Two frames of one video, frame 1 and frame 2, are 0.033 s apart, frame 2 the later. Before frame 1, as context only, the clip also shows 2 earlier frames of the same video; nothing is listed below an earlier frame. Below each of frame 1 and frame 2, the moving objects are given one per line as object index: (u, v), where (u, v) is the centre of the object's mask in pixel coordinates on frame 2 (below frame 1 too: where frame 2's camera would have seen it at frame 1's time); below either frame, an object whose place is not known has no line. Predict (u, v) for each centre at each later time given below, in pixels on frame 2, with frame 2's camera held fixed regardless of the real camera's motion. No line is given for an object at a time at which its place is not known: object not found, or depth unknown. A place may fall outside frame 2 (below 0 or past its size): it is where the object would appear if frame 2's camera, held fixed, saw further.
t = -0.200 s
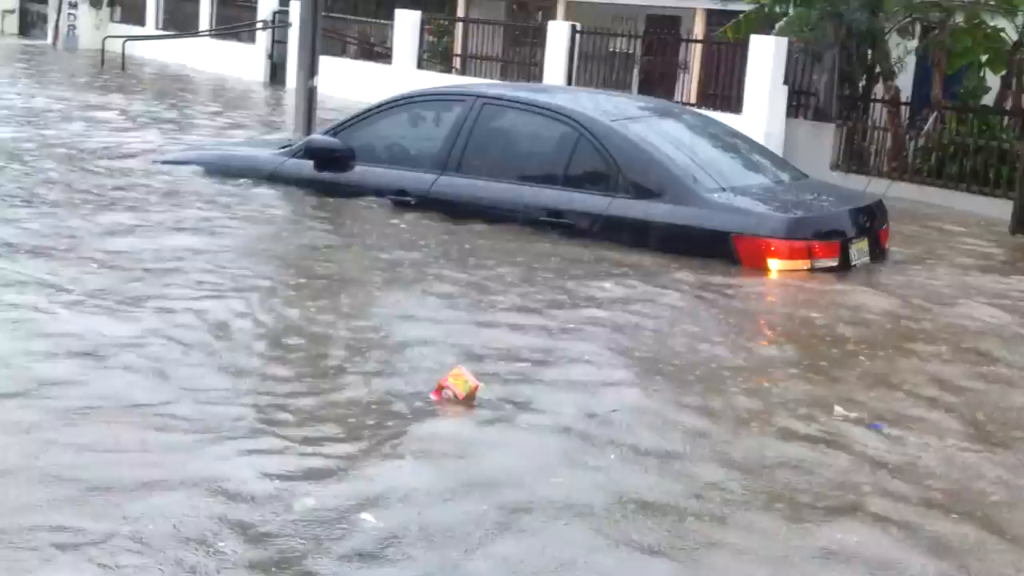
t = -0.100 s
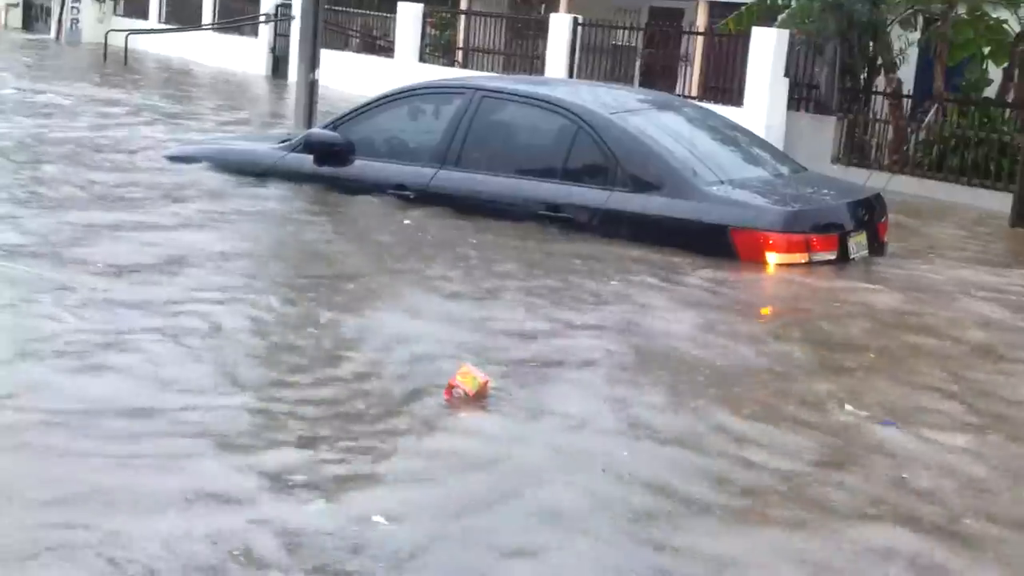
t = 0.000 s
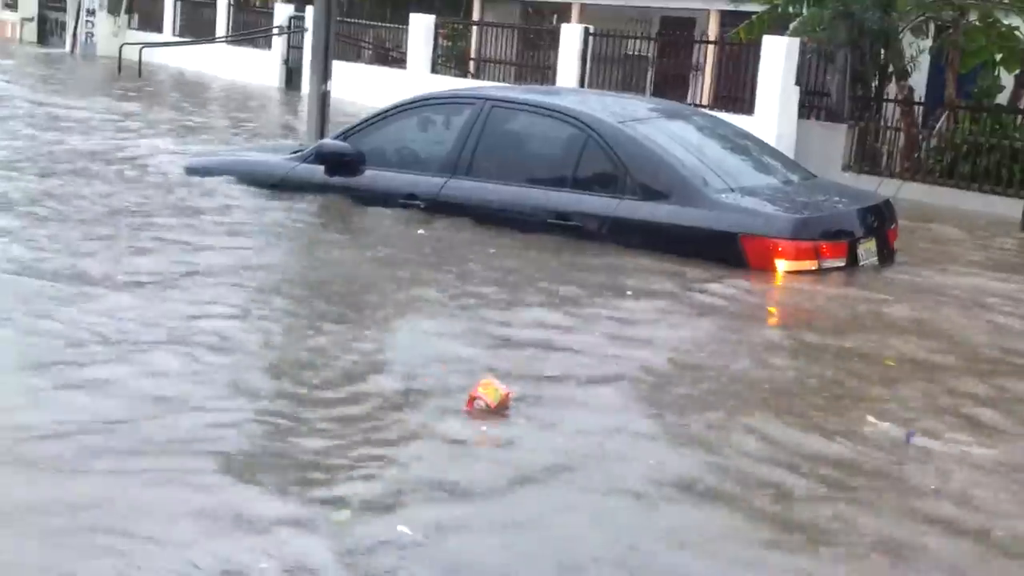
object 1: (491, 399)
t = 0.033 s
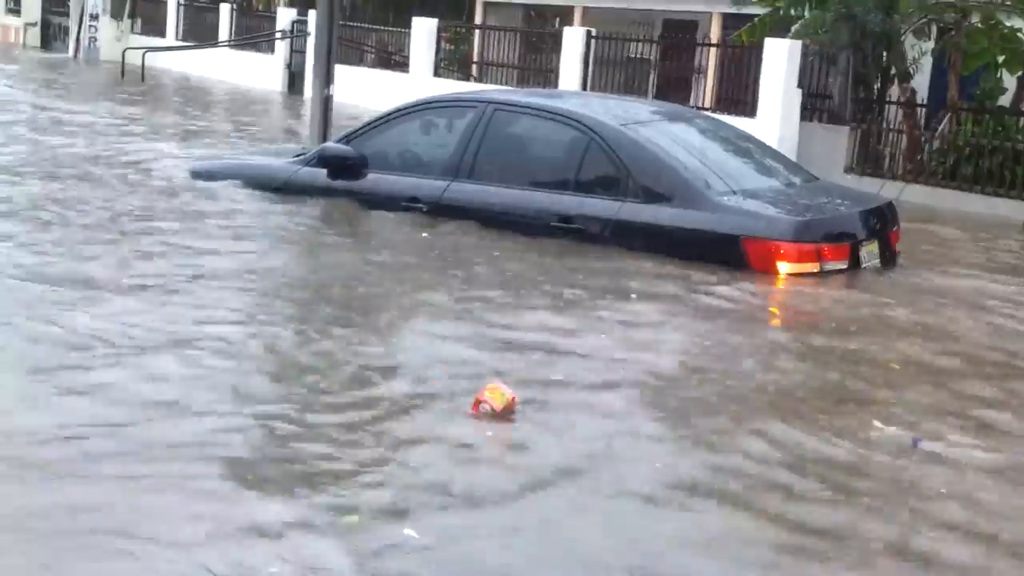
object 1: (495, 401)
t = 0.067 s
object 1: (501, 403)
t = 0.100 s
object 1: (503, 405)
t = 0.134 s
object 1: (507, 406)
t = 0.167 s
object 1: (510, 408)
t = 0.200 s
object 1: (514, 409)
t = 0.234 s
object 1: (519, 411)
